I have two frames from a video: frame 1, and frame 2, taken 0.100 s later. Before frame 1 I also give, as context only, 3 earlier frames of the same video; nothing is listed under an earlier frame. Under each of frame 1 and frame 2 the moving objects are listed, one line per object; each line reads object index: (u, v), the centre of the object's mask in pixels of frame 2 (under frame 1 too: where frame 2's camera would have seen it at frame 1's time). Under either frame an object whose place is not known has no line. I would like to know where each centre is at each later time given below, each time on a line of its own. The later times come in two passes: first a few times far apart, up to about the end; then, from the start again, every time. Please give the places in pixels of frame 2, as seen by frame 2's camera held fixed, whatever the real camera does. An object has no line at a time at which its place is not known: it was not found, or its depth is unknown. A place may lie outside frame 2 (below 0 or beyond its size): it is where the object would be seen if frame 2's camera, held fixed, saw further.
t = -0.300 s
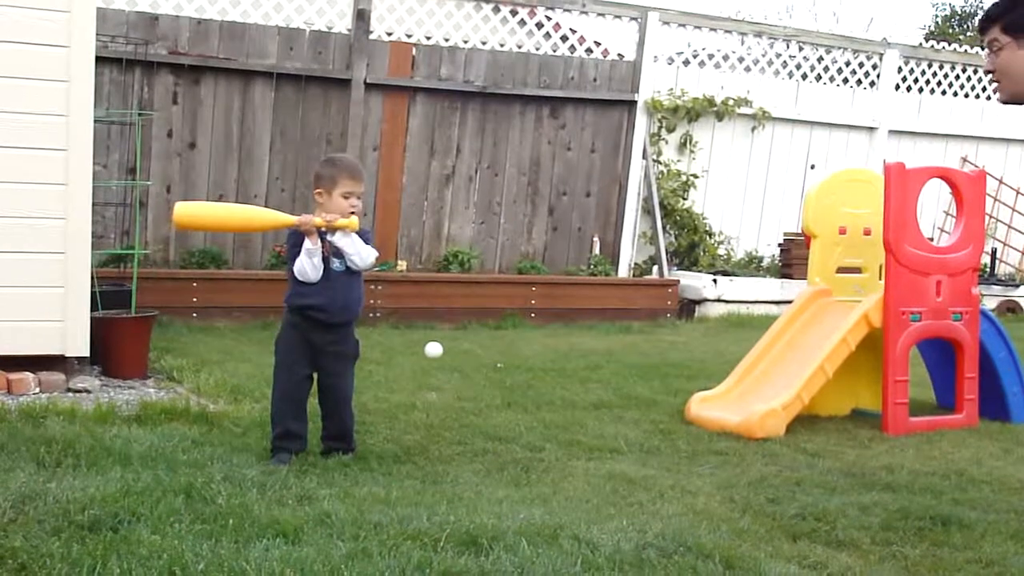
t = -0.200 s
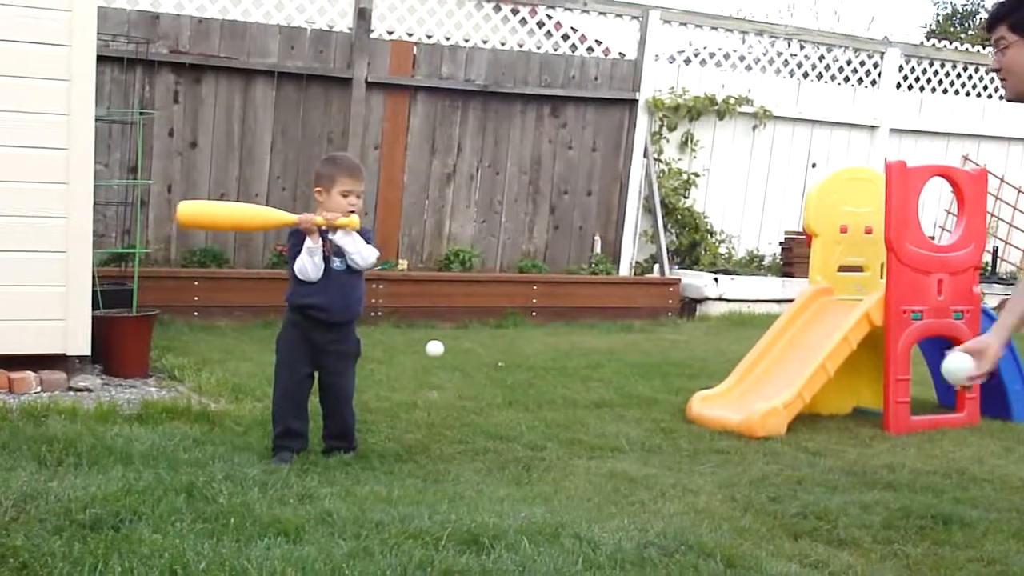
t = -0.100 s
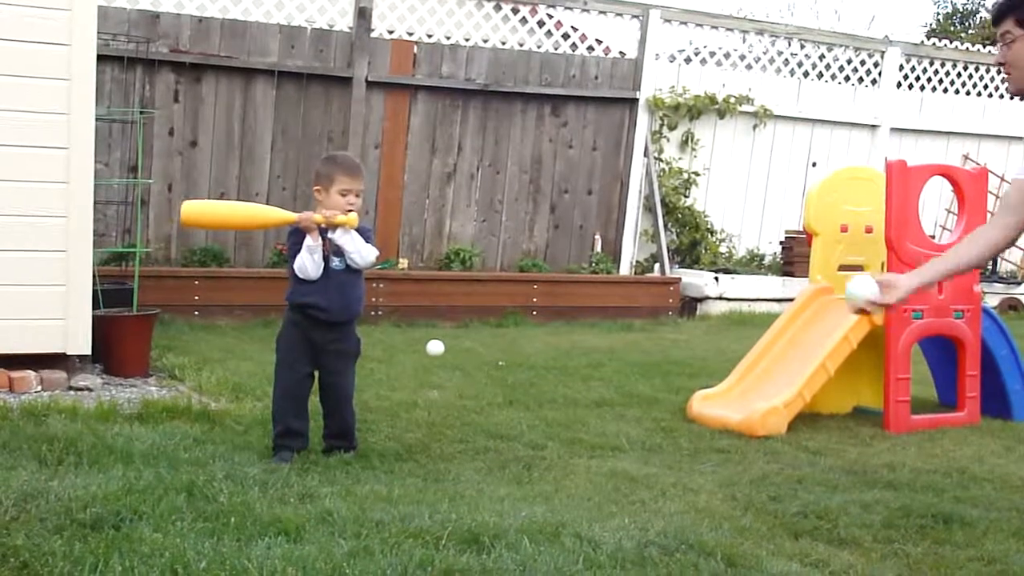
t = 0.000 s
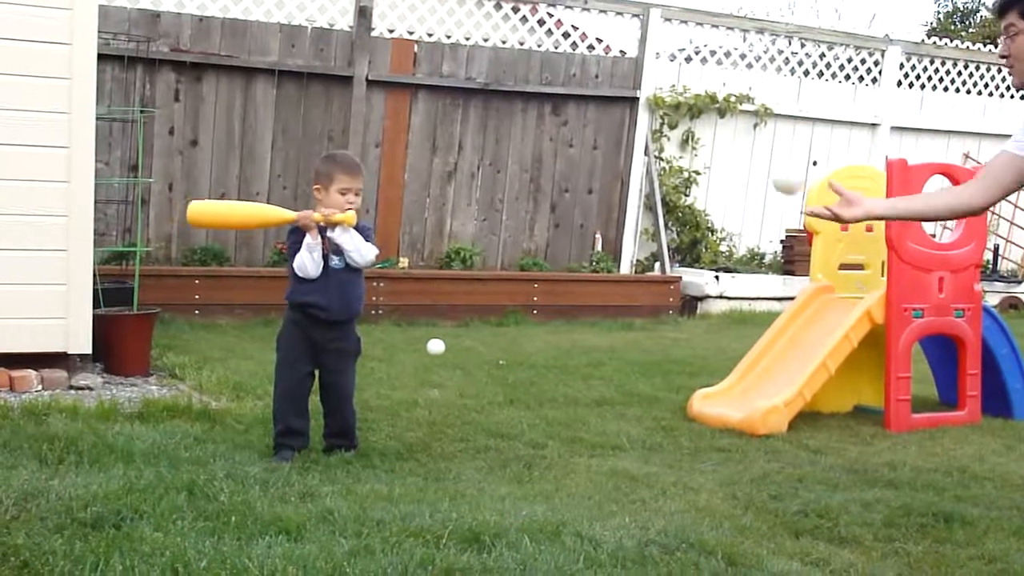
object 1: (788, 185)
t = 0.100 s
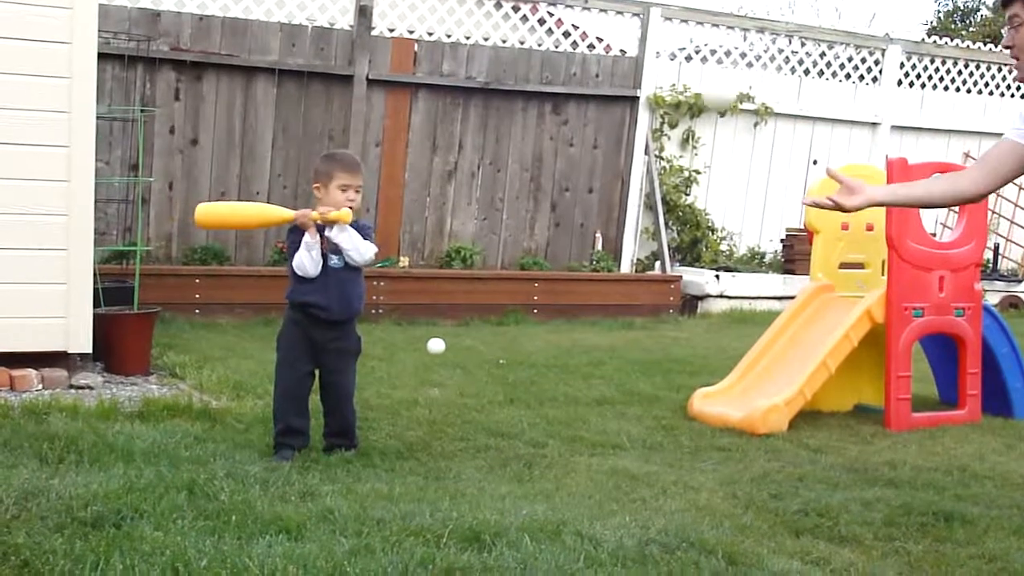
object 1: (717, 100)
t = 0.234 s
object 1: (622, 43)
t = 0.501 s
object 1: (423, 136)
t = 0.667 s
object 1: (302, 329)
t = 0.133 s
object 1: (694, 74)
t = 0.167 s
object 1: (670, 58)
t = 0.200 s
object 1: (645, 49)
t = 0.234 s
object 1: (622, 43)
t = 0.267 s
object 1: (595, 39)
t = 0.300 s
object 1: (575, 37)
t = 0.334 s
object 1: (547, 44)
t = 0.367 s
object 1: (522, 54)
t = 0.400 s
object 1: (498, 69)
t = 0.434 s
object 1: (472, 87)
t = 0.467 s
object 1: (448, 109)
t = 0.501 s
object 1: (423, 136)
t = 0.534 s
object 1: (398, 167)
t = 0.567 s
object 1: (374, 202)
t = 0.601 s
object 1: (351, 240)
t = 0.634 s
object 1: (326, 283)
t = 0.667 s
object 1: (302, 329)
